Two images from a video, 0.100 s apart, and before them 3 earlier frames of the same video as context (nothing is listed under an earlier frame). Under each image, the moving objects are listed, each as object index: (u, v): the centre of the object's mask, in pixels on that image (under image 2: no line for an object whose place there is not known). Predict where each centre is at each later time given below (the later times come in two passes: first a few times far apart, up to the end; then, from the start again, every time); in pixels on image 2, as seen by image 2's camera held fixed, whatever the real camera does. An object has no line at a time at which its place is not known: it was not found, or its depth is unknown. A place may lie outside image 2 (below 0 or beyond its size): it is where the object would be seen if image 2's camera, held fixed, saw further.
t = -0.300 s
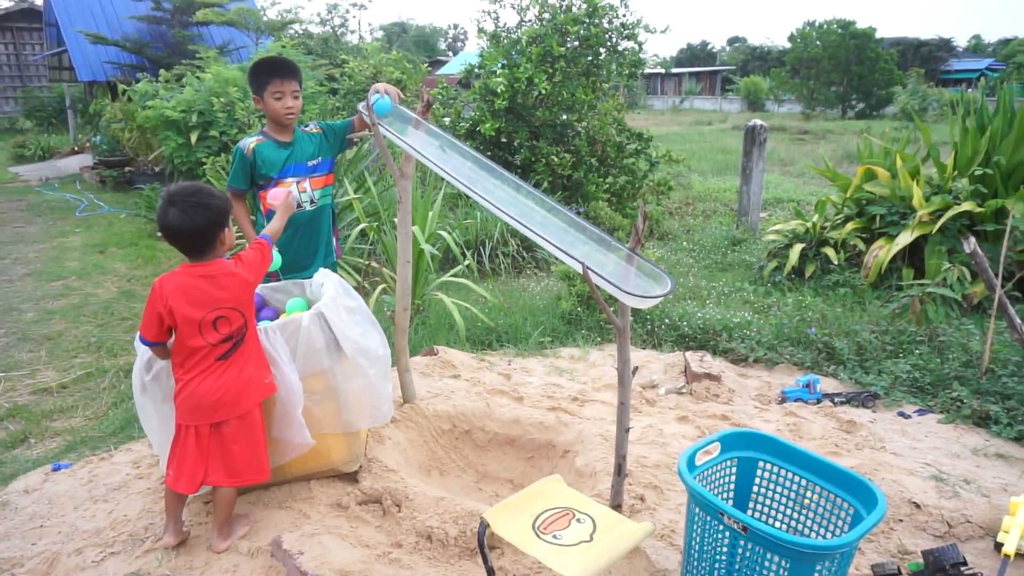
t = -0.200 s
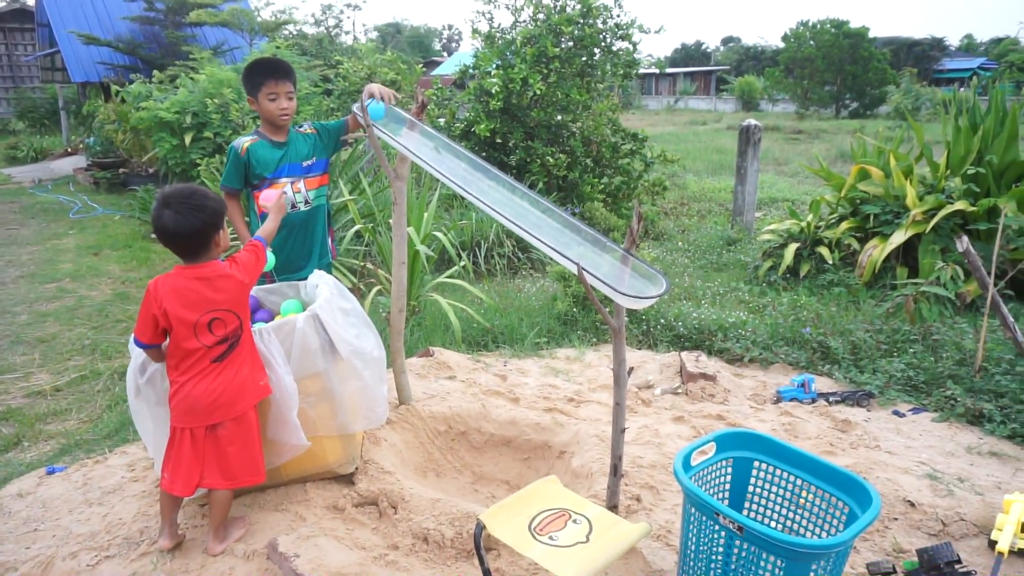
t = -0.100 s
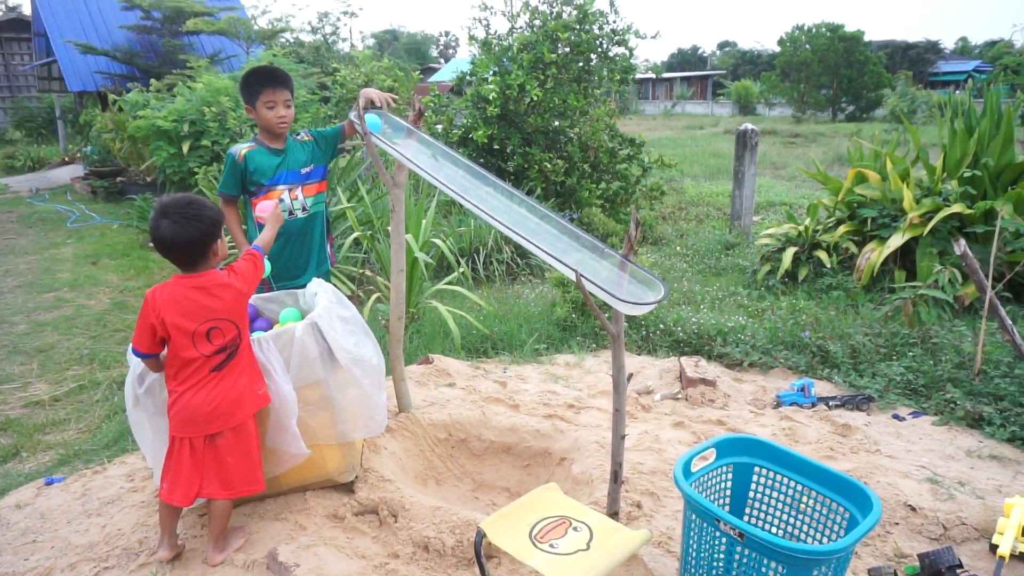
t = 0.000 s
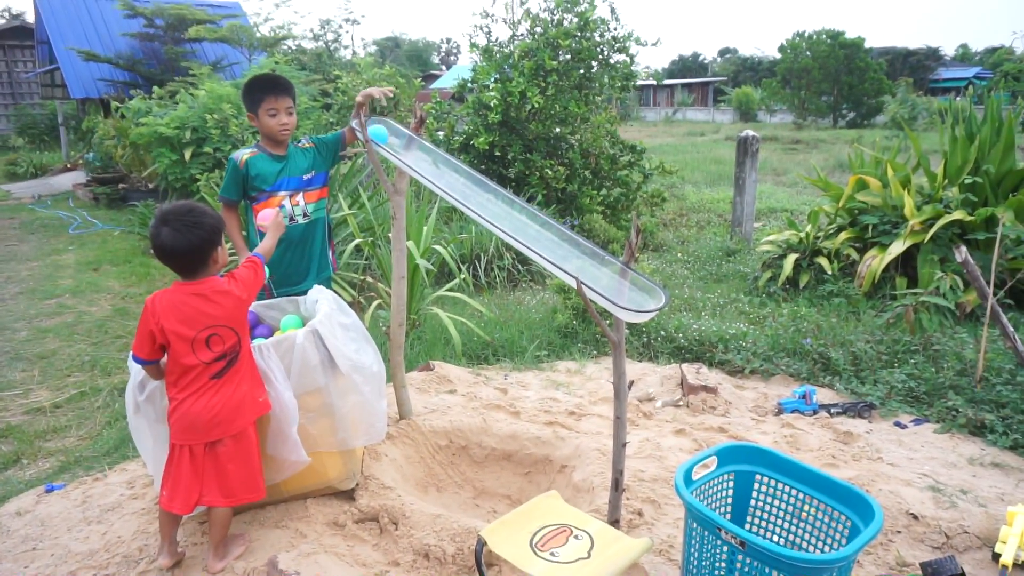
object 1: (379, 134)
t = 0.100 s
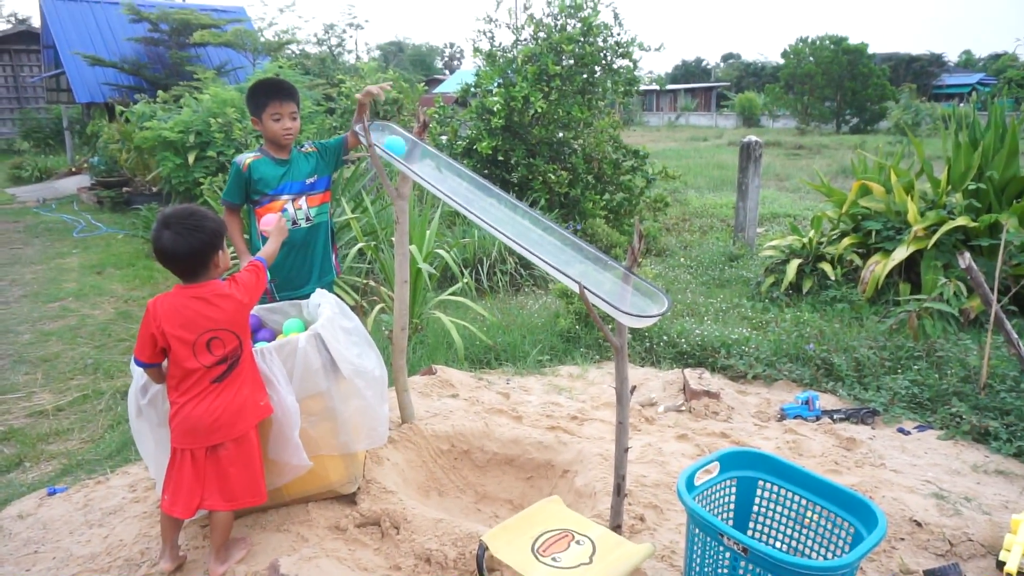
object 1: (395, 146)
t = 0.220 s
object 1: (410, 156)
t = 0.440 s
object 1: (446, 182)
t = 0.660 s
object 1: (504, 220)
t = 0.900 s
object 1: (599, 279)
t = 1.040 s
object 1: (656, 286)
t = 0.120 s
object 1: (398, 147)
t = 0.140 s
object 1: (401, 148)
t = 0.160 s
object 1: (403, 150)
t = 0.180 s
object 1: (406, 152)
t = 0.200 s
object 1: (408, 153)
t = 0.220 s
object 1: (410, 156)
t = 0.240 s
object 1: (413, 158)
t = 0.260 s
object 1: (415, 159)
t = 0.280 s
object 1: (418, 162)
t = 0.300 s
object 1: (420, 164)
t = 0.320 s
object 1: (422, 166)
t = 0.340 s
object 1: (425, 168)
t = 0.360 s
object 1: (429, 171)
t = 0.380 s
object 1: (432, 173)
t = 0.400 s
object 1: (435, 175)
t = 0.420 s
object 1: (440, 179)
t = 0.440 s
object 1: (446, 182)
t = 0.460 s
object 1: (451, 185)
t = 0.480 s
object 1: (456, 188)
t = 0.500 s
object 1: (460, 191)
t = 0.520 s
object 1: (465, 193)
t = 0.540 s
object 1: (471, 197)
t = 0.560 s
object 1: (476, 201)
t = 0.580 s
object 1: (481, 204)
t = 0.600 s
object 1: (487, 208)
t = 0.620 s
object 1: (493, 212)
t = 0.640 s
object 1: (499, 216)
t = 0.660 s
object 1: (504, 220)
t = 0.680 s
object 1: (511, 224)
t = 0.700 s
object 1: (517, 228)
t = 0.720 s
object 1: (524, 232)
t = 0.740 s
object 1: (531, 237)
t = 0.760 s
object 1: (537, 242)
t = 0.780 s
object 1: (545, 247)
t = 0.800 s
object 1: (553, 253)
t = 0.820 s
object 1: (562, 258)
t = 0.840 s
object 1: (571, 264)
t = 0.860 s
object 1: (580, 267)
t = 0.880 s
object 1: (589, 273)
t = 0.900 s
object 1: (599, 279)
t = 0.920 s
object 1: (610, 286)
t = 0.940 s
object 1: (621, 295)
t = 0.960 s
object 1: (631, 300)
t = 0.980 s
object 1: (641, 303)
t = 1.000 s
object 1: (647, 300)
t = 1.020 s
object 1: (652, 293)
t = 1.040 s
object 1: (656, 286)
